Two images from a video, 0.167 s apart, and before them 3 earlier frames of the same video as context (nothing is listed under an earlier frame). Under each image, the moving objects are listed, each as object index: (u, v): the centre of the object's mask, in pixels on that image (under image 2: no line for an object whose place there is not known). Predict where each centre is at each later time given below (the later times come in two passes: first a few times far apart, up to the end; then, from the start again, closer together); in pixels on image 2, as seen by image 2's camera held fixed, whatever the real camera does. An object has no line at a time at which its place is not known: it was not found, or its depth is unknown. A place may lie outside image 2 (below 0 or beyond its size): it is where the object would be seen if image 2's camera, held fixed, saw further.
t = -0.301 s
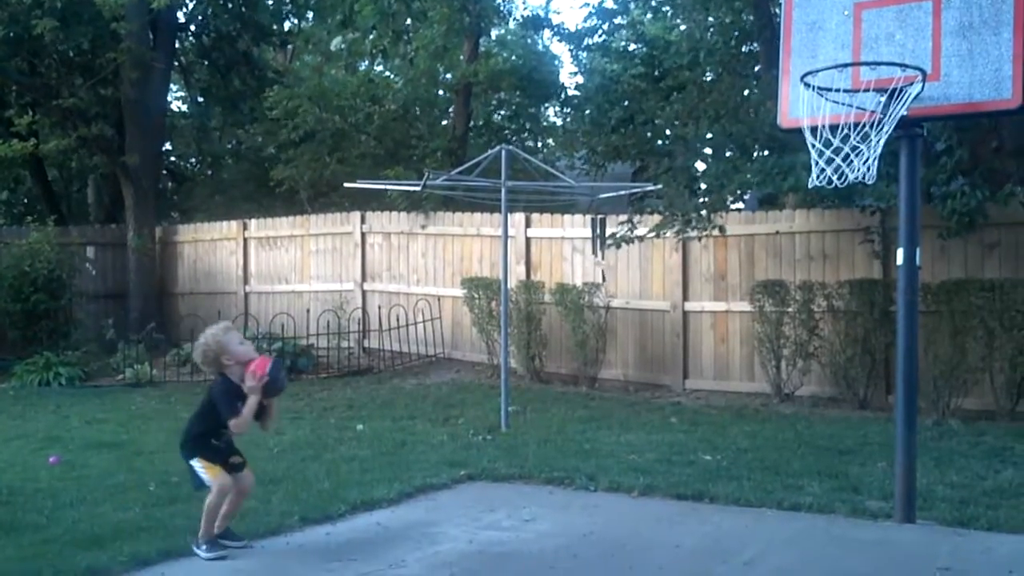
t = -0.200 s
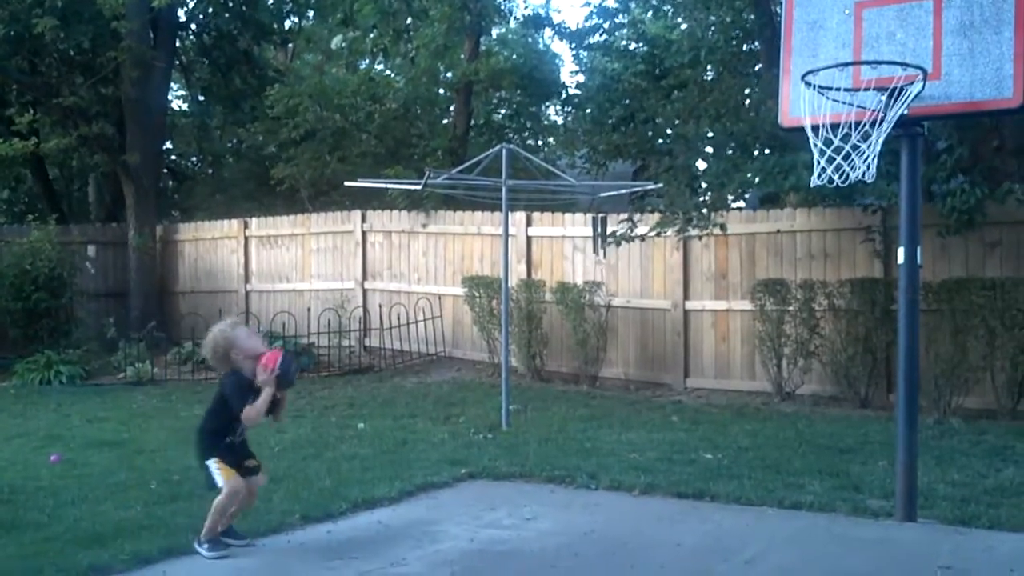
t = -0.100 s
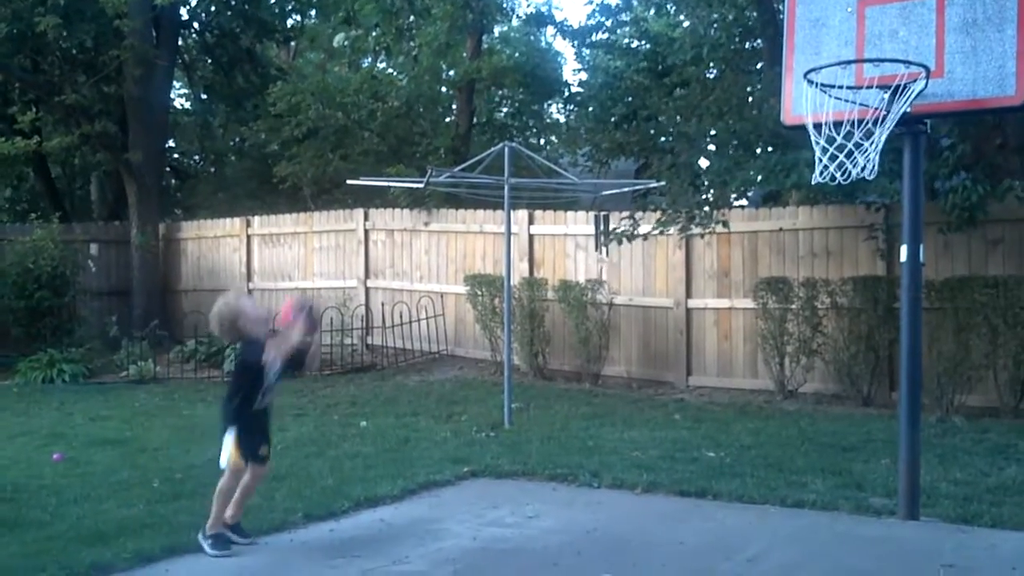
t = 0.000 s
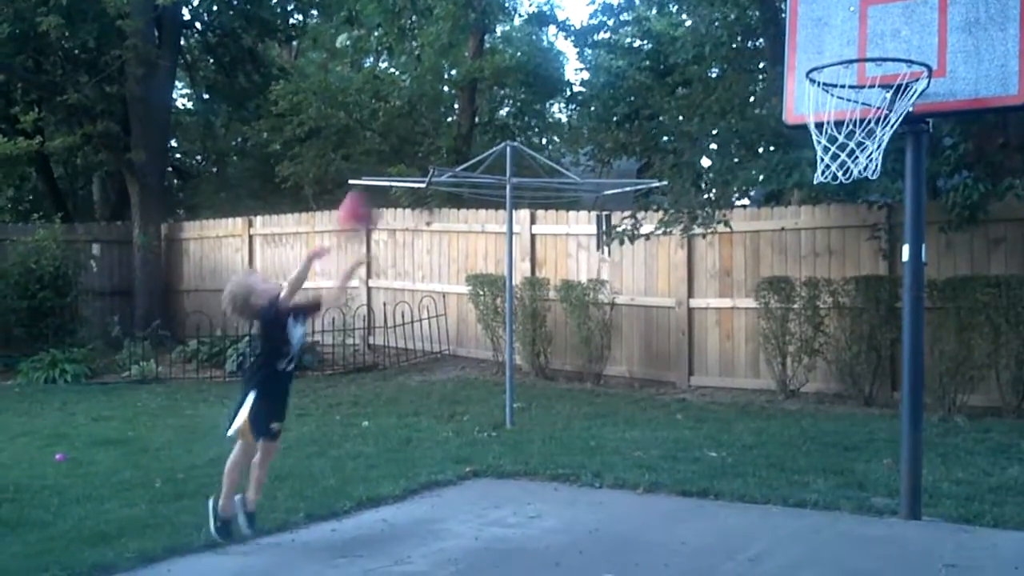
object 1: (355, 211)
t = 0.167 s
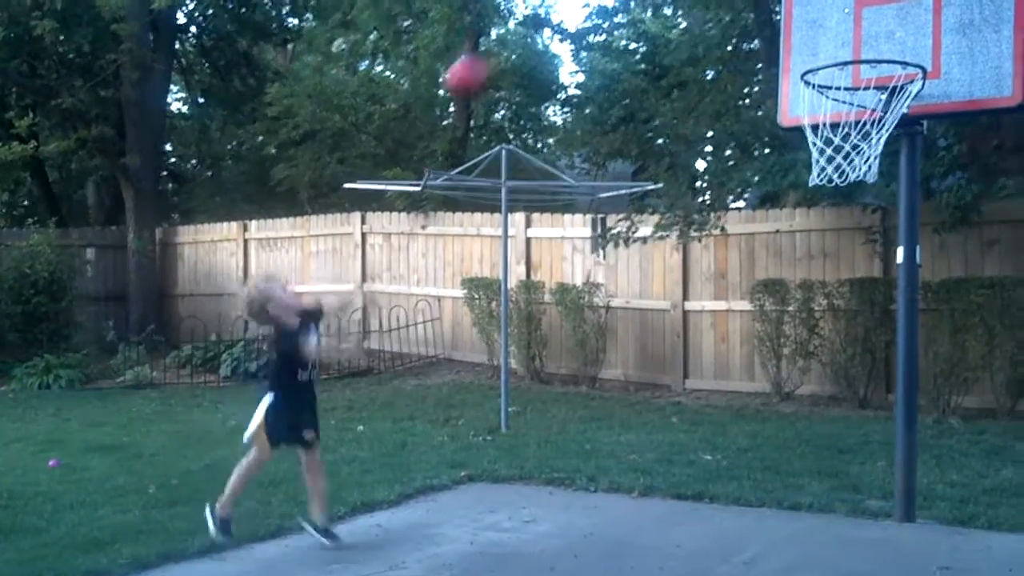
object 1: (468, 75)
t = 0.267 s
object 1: (541, 20)
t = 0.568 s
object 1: (756, -9)
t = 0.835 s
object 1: (877, 136)
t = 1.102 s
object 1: (827, 436)
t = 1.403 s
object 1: (732, 323)
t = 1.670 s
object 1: (628, 238)
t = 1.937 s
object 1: (523, 358)
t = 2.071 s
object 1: (453, 511)
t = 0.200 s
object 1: (491, 54)
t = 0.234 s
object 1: (517, 36)
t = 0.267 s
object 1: (541, 20)
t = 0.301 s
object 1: (566, 4)
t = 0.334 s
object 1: (592, -6)
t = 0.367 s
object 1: (616, -12)
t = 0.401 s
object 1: (638, -20)
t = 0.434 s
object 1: (660, -24)
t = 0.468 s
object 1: (685, -23)
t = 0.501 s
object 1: (710, -21)
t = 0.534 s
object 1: (733, -16)
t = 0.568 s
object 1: (756, -9)
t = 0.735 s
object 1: (871, 79)
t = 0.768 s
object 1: (878, 96)
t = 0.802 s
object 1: (877, 110)
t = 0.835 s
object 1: (877, 136)
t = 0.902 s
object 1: (864, 189)
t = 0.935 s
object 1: (858, 218)
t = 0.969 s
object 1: (853, 254)
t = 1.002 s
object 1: (849, 298)
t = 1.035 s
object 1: (842, 334)
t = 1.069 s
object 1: (837, 382)
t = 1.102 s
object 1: (827, 436)
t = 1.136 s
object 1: (821, 488)
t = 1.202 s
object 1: (799, 504)
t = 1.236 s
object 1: (787, 470)
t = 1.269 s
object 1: (778, 437)
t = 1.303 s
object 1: (770, 408)
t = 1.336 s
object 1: (758, 377)
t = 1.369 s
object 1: (745, 348)
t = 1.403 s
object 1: (732, 323)
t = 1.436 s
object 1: (720, 303)
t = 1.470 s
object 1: (707, 284)
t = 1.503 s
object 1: (695, 269)
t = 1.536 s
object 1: (683, 257)
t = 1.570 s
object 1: (669, 247)
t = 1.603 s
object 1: (656, 240)
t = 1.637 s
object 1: (640, 238)
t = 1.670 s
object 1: (628, 238)
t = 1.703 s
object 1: (615, 242)
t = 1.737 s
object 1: (602, 248)
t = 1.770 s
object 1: (591, 257)
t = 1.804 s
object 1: (578, 270)
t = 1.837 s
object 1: (565, 284)
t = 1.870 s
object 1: (549, 305)
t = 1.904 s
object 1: (537, 330)
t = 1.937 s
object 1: (523, 358)
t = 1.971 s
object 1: (504, 393)
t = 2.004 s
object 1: (490, 424)
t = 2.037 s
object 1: (471, 462)
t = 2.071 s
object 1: (453, 511)
